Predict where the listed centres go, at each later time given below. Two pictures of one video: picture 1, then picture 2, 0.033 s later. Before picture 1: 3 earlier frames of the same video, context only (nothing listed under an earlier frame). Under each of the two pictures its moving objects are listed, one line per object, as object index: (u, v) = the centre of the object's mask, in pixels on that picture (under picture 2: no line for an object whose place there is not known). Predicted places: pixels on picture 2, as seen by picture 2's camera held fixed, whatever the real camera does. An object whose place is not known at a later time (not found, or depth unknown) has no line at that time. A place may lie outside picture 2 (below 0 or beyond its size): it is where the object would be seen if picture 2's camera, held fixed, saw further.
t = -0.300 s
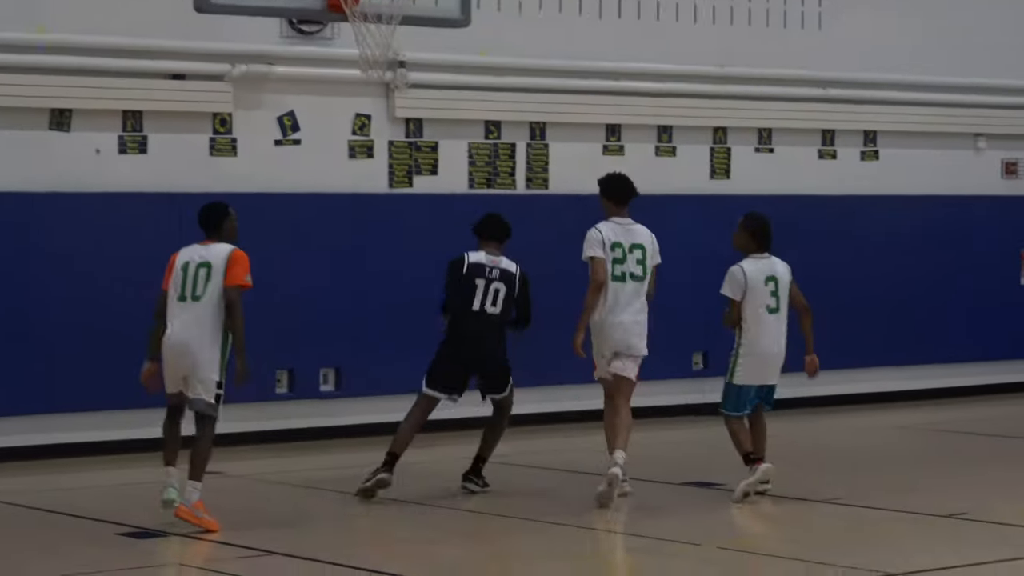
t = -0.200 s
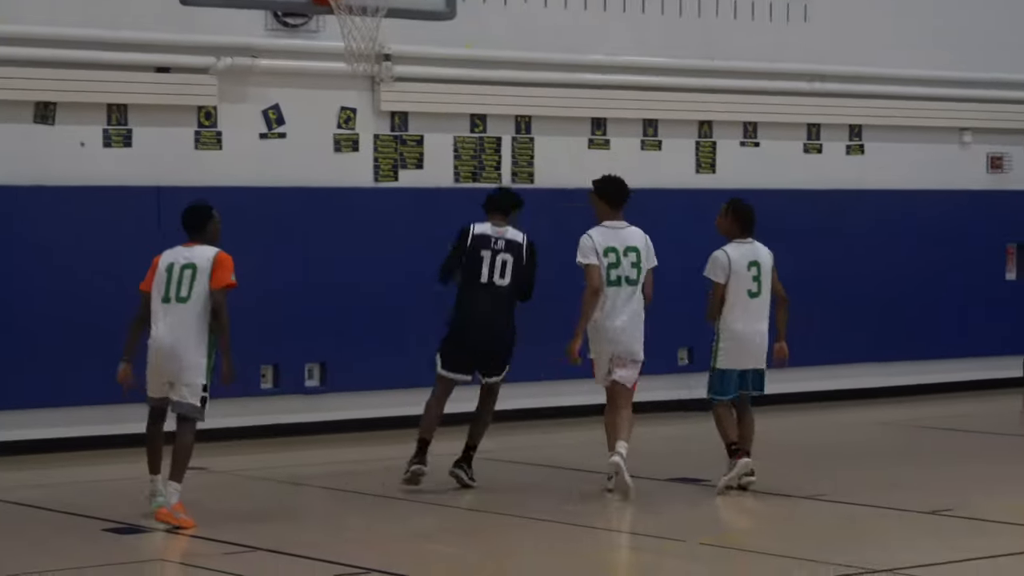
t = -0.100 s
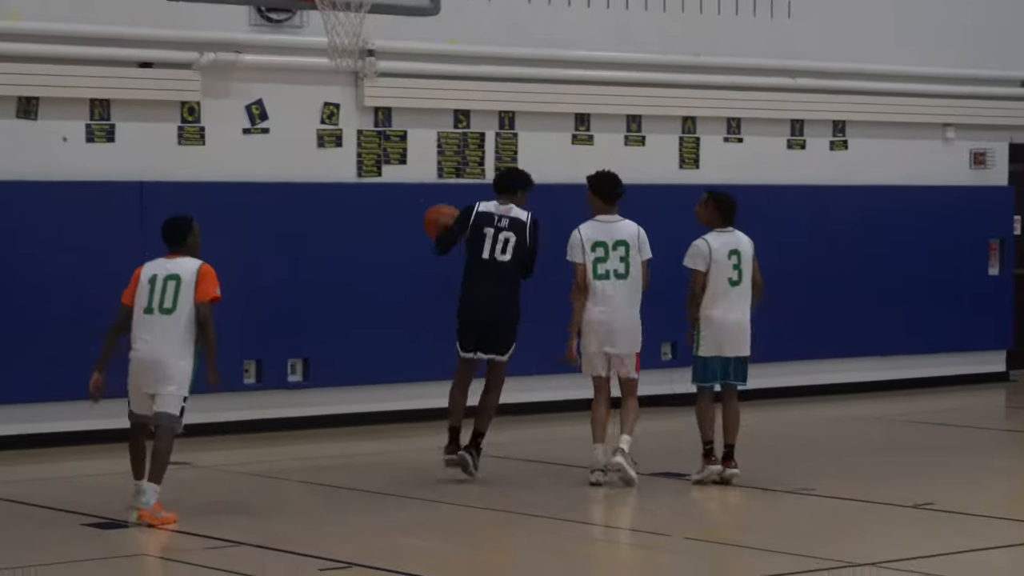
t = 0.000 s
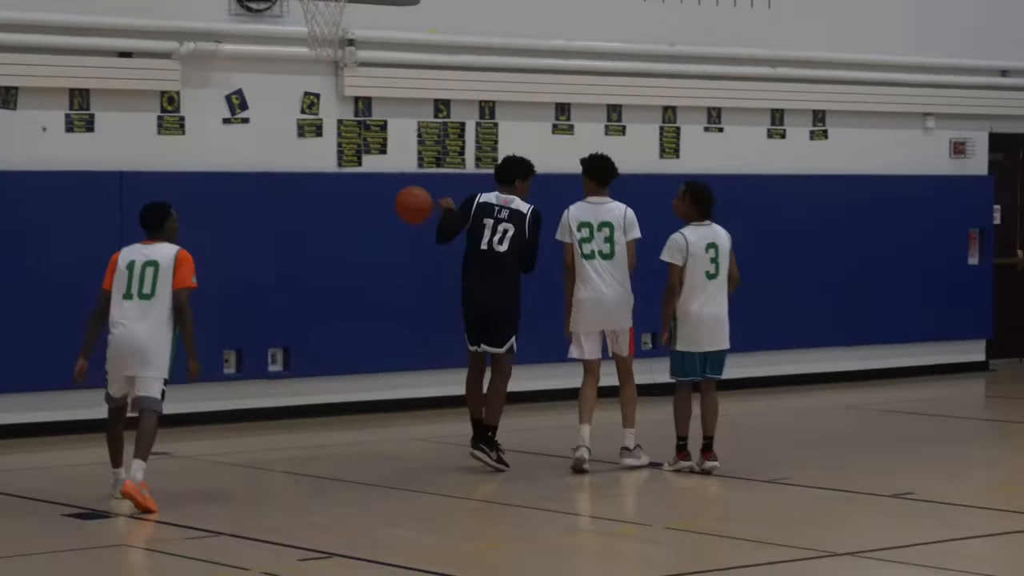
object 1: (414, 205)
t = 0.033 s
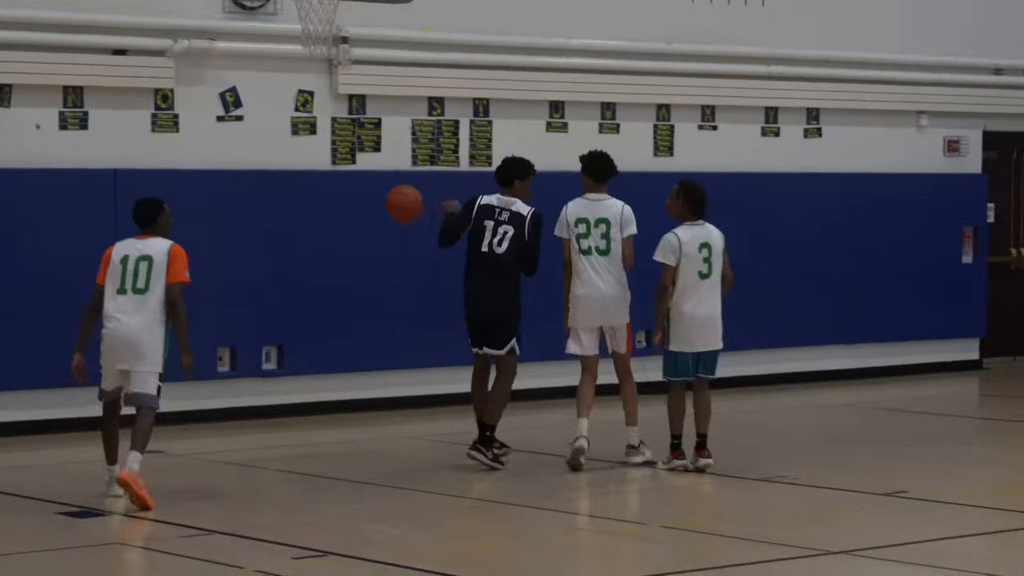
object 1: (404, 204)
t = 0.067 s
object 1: (401, 206)
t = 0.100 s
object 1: (400, 211)
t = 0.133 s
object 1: (397, 217)
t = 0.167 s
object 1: (393, 224)
